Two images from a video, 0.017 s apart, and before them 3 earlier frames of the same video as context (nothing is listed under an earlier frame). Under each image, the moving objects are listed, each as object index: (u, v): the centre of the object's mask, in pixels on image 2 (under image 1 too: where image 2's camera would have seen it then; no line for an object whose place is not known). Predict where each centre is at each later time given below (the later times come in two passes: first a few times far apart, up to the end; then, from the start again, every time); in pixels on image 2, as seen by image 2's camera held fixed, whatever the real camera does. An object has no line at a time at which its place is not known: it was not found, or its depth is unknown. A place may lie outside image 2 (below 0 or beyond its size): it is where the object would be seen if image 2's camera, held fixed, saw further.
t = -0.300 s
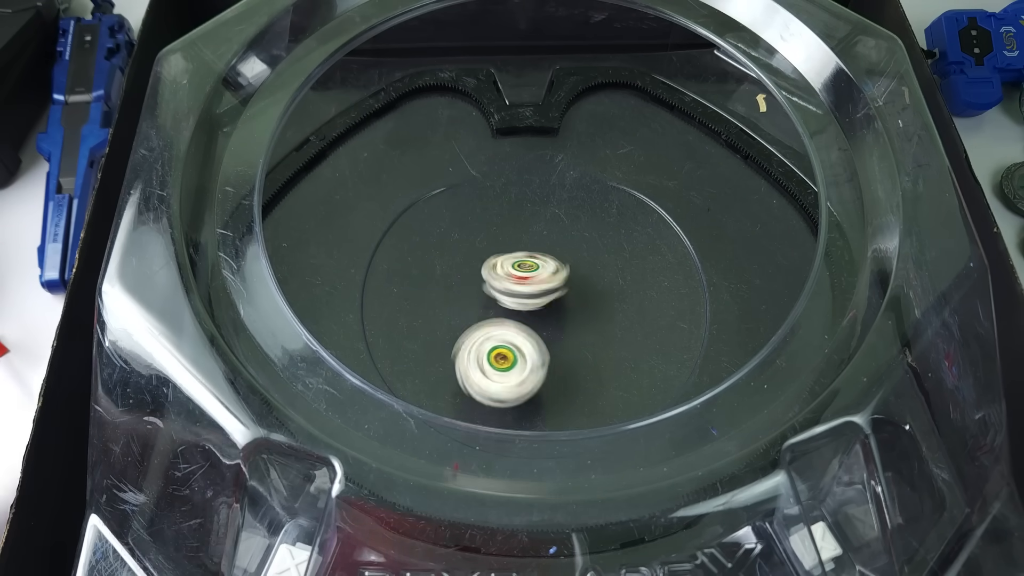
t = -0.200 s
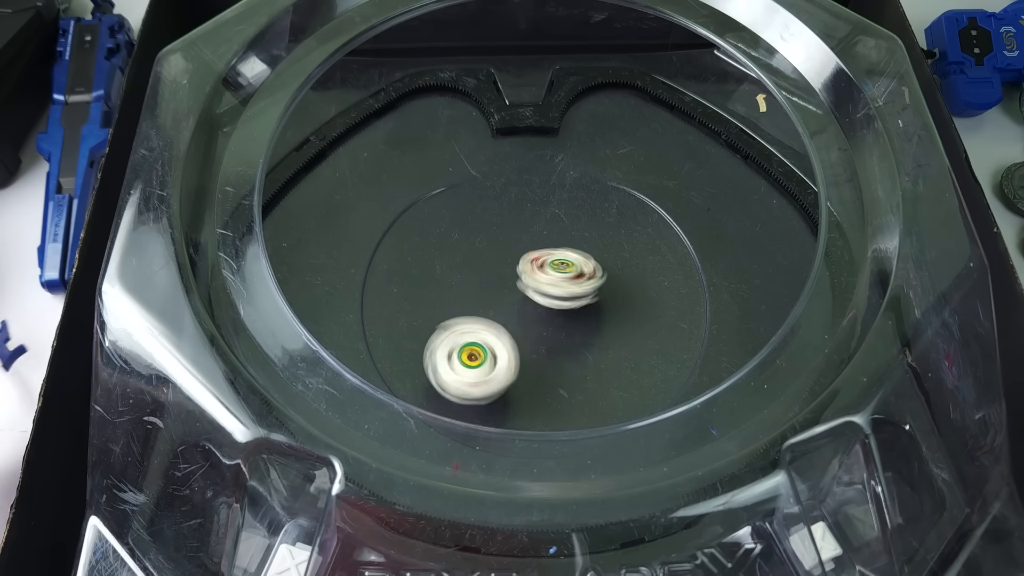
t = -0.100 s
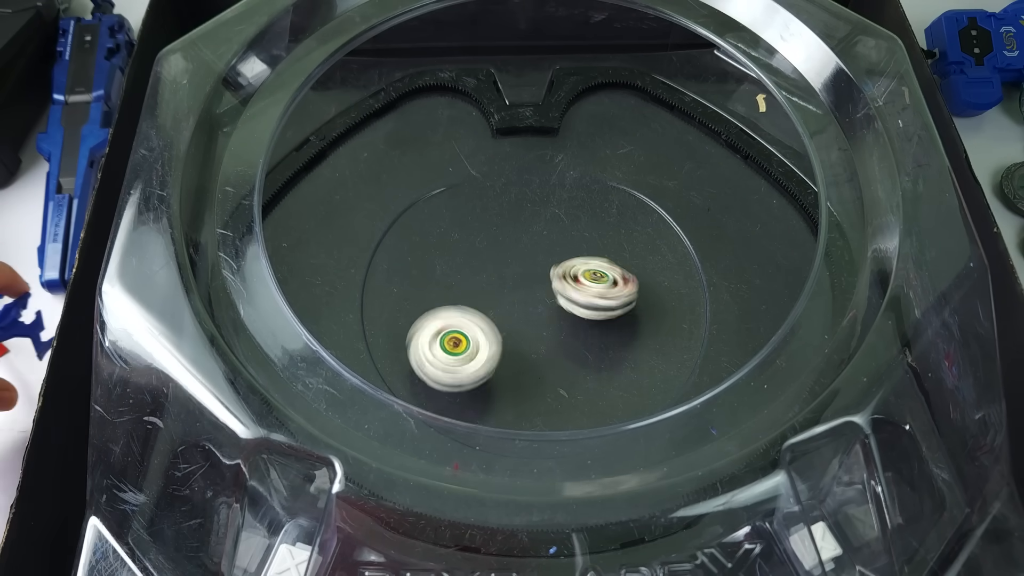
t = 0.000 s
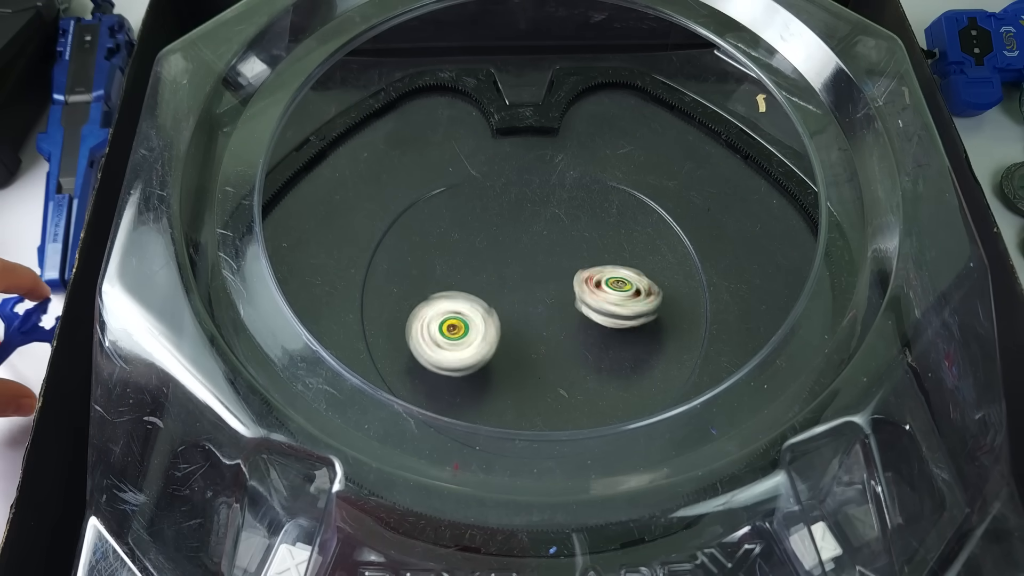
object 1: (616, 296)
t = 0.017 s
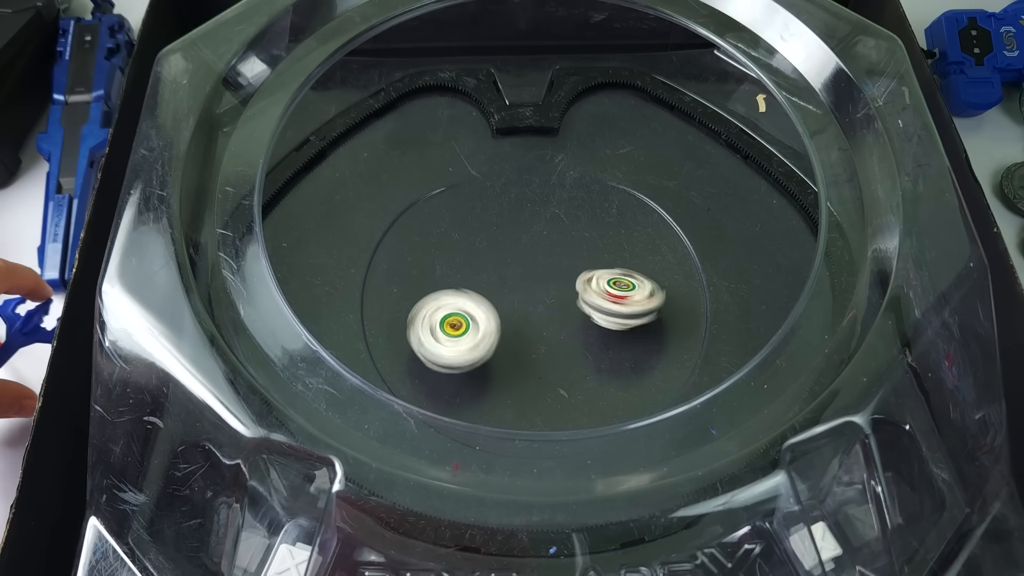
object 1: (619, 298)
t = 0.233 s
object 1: (624, 299)
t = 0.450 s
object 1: (629, 298)
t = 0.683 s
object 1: (673, 272)
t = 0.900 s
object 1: (595, 280)
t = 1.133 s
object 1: (527, 238)
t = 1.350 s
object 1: (521, 214)
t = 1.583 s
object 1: (518, 215)
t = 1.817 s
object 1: (517, 216)
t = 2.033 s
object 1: (515, 215)
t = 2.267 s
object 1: (515, 218)
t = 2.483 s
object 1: (515, 218)
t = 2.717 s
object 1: (515, 218)
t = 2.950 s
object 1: (515, 218)
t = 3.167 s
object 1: (515, 218)
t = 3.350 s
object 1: (515, 218)
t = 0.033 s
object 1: (622, 298)
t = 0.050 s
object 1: (623, 298)
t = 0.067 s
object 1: (624, 298)
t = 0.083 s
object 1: (624, 299)
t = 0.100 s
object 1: (625, 298)
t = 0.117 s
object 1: (626, 298)
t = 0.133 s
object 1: (627, 298)
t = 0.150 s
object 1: (626, 297)
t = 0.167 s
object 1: (625, 298)
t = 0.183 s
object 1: (625, 298)
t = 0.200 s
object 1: (624, 298)
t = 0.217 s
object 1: (624, 299)
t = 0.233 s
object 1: (624, 299)
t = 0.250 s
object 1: (625, 299)
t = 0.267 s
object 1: (625, 299)
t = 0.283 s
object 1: (625, 298)
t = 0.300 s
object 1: (625, 297)
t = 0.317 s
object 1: (624, 296)
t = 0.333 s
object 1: (623, 296)
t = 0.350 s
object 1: (621, 296)
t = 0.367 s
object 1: (619, 297)
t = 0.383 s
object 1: (617, 298)
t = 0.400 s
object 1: (616, 300)
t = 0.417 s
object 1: (616, 302)
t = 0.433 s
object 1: (618, 301)
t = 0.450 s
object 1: (629, 298)
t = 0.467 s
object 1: (640, 298)
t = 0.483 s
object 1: (652, 298)
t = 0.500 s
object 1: (662, 295)
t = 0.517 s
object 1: (669, 292)
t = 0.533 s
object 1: (674, 290)
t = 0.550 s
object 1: (678, 288)
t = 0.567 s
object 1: (681, 285)
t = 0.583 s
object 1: (683, 283)
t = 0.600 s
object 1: (683, 280)
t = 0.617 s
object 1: (683, 278)
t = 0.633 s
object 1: (682, 276)
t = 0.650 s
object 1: (679, 274)
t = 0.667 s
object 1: (676, 273)
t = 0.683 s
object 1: (673, 272)
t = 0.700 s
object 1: (667, 272)
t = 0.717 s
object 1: (660, 273)
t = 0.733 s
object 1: (653, 272)
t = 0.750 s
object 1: (647, 273)
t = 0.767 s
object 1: (641, 275)
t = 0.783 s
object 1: (635, 276)
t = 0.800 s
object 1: (630, 278)
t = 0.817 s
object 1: (624, 279)
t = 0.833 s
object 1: (620, 279)
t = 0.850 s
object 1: (614, 279)
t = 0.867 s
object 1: (608, 279)
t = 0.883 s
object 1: (601, 280)
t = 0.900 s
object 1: (595, 280)
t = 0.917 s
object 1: (588, 279)
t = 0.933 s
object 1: (580, 278)
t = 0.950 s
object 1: (573, 277)
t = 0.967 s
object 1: (566, 275)
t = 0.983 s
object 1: (560, 272)
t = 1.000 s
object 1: (555, 270)
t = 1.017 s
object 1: (550, 267)
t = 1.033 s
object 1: (545, 264)
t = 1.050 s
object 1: (541, 261)
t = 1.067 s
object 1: (536, 259)
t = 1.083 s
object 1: (533, 255)
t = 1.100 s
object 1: (531, 252)
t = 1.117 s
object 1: (530, 247)
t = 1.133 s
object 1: (527, 238)
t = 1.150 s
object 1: (526, 230)
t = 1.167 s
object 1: (526, 223)
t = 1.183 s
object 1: (526, 218)
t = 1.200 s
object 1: (525, 214)
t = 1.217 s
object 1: (524, 211)
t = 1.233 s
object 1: (523, 210)
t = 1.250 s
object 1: (522, 210)
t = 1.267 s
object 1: (522, 210)
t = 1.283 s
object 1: (522, 210)
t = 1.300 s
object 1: (521, 211)
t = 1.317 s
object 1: (521, 212)
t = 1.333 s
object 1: (521, 213)
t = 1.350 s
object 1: (521, 214)
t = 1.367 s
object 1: (521, 214)
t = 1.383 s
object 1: (520, 215)
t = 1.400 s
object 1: (520, 215)
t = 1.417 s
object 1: (520, 215)
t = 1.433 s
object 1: (519, 215)
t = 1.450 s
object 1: (519, 215)
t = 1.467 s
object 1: (519, 215)
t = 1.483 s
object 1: (518, 215)
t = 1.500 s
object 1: (517, 215)
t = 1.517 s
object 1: (517, 215)
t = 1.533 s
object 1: (517, 215)
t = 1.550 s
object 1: (518, 215)
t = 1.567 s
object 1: (518, 215)
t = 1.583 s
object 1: (518, 215)
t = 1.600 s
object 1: (518, 215)
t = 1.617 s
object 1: (518, 215)
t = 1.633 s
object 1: (518, 215)
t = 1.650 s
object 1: (518, 215)
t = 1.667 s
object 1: (517, 215)
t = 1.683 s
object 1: (517, 215)
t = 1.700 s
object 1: (517, 215)
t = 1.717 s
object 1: (518, 215)
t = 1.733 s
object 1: (518, 215)
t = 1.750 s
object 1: (518, 215)
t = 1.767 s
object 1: (518, 215)
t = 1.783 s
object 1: (518, 216)
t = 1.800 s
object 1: (517, 216)
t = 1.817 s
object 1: (517, 216)
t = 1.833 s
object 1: (517, 216)
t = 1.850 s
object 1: (518, 216)
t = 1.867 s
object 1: (518, 216)
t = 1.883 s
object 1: (518, 216)
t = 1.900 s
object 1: (518, 216)
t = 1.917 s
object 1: (518, 216)
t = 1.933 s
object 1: (518, 216)
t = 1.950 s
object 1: (517, 216)
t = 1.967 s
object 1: (517, 216)
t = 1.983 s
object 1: (515, 215)
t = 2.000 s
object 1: (514, 215)
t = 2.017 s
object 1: (514, 215)
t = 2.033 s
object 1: (515, 215)
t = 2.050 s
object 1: (516, 216)
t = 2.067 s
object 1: (516, 216)
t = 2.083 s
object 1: (517, 217)
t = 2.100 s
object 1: (517, 217)
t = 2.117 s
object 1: (515, 217)
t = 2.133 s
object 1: (514, 217)
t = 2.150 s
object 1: (514, 217)
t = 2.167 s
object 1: (514, 218)
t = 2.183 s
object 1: (515, 218)
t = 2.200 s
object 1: (515, 218)
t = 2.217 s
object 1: (515, 218)
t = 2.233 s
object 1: (515, 218)
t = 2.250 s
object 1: (515, 218)
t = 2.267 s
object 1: (515, 218)
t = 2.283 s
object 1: (515, 218)
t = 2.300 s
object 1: (515, 218)
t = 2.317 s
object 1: (515, 218)
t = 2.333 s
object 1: (515, 218)
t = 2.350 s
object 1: (515, 218)
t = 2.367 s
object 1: (515, 218)
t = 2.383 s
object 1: (515, 218)
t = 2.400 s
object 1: (515, 218)
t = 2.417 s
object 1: (515, 218)
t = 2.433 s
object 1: (515, 218)
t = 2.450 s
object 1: (515, 218)
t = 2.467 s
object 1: (515, 218)
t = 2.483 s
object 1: (515, 218)
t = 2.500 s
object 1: (515, 218)
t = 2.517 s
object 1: (515, 218)
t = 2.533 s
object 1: (515, 218)
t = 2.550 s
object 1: (515, 218)
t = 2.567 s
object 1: (515, 218)
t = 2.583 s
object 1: (515, 218)
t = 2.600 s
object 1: (515, 218)
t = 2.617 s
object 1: (515, 218)
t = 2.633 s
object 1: (515, 218)
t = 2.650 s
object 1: (515, 218)
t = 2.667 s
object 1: (514, 218)
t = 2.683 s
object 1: (515, 218)
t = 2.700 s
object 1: (514, 218)
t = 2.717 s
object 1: (515, 218)
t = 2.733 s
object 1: (515, 218)
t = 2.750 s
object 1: (515, 218)
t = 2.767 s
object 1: (515, 218)
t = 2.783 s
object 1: (515, 218)
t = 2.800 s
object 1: (515, 218)
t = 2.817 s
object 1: (515, 218)
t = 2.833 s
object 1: (515, 218)
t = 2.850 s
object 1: (515, 218)
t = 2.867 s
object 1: (515, 218)
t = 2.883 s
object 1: (515, 218)
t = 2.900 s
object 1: (514, 218)
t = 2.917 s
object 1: (515, 218)
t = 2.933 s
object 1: (515, 218)
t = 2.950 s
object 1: (515, 218)
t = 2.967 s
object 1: (515, 218)
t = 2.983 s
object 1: (515, 218)
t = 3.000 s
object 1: (515, 218)
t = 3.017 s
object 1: (515, 218)
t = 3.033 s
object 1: (515, 218)
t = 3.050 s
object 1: (515, 218)
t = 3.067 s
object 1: (515, 218)
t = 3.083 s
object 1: (515, 218)
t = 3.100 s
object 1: (515, 218)
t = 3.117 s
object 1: (515, 218)
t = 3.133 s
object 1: (515, 218)
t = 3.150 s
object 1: (515, 218)
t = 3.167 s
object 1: (515, 218)
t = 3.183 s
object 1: (515, 218)
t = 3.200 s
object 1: (515, 218)
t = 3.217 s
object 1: (515, 218)
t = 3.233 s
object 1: (515, 218)
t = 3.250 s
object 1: (515, 218)
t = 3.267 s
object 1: (515, 218)
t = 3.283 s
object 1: (515, 218)
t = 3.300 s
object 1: (515, 218)
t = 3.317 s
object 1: (515, 218)
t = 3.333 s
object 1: (515, 218)
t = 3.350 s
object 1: (515, 218)
